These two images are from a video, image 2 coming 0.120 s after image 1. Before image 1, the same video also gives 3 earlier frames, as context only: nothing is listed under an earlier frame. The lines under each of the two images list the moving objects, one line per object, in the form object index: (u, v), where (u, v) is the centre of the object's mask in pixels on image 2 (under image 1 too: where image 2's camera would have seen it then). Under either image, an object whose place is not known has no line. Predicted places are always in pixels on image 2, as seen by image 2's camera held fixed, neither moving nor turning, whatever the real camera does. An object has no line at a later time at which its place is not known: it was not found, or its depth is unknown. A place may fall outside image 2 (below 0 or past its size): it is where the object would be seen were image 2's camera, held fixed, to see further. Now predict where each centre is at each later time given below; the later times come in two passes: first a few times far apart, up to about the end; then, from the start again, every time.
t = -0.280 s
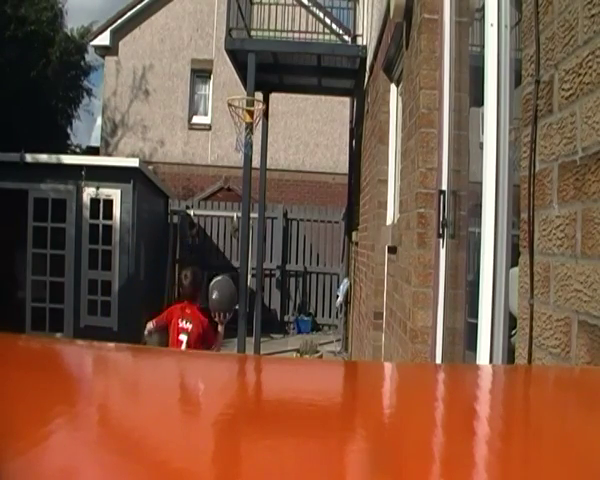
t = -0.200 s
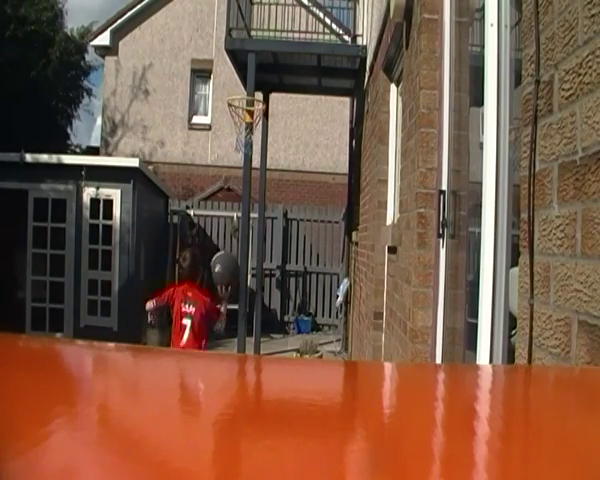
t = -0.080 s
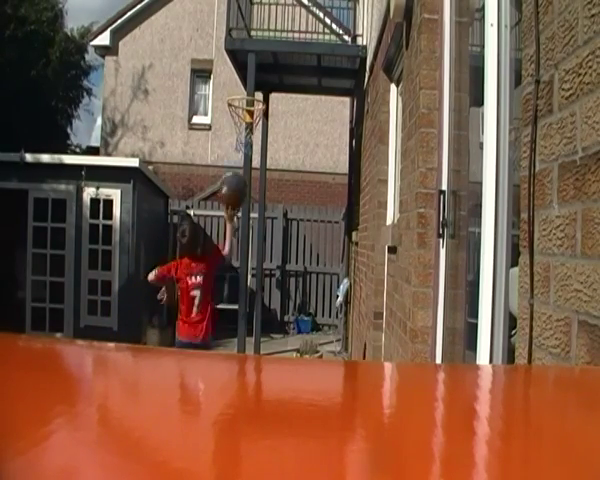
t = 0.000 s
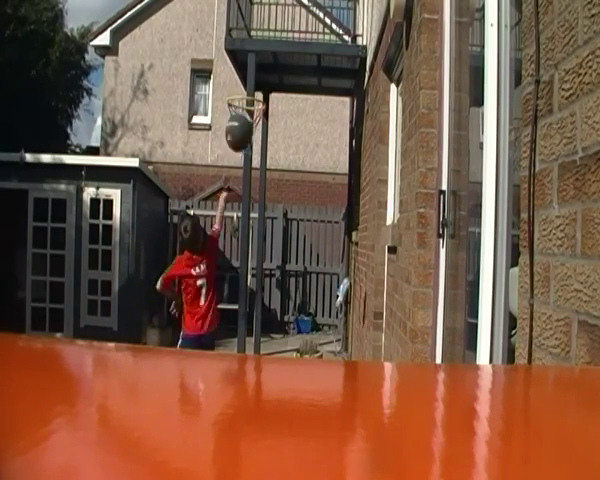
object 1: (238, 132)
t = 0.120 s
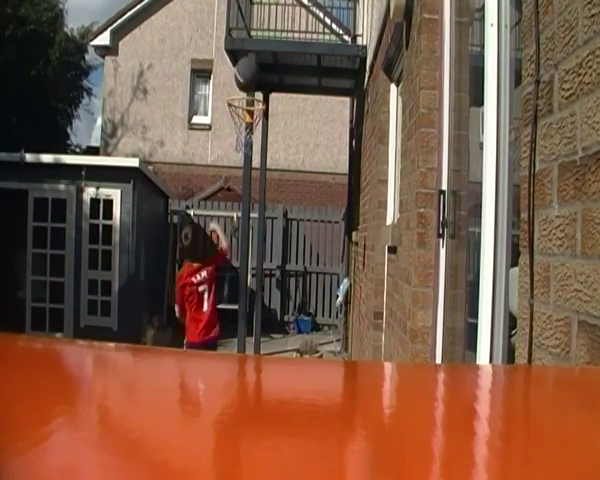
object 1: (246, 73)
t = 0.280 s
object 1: (255, 39)
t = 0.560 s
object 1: (261, 56)
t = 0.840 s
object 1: (268, 152)
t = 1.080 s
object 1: (268, 278)
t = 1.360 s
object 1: (273, 277)
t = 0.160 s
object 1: (248, 60)
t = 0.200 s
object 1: (250, 52)
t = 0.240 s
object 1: (252, 44)
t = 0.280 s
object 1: (255, 39)
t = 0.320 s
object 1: (256, 36)
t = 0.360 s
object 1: (257, 36)
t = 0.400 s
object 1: (259, 36)
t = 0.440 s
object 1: (261, 38)
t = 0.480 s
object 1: (262, 42)
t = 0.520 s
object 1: (263, 48)
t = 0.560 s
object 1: (261, 56)
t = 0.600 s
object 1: (263, 65)
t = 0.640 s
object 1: (265, 78)
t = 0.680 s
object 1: (266, 90)
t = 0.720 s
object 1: (267, 104)
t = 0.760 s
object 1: (267, 119)
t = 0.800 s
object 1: (267, 135)
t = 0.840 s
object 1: (268, 152)
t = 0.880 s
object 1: (269, 171)
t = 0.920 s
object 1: (268, 190)
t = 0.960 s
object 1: (268, 211)
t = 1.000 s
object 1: (268, 233)
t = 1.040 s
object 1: (268, 254)
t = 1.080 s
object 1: (268, 278)
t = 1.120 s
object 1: (268, 302)
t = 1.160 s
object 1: (269, 324)
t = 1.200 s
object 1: (268, 348)
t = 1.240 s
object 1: (269, 341)
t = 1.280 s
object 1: (270, 319)
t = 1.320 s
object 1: (272, 297)
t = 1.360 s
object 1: (273, 277)
